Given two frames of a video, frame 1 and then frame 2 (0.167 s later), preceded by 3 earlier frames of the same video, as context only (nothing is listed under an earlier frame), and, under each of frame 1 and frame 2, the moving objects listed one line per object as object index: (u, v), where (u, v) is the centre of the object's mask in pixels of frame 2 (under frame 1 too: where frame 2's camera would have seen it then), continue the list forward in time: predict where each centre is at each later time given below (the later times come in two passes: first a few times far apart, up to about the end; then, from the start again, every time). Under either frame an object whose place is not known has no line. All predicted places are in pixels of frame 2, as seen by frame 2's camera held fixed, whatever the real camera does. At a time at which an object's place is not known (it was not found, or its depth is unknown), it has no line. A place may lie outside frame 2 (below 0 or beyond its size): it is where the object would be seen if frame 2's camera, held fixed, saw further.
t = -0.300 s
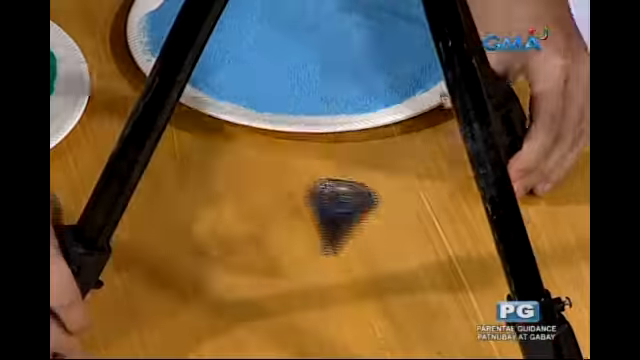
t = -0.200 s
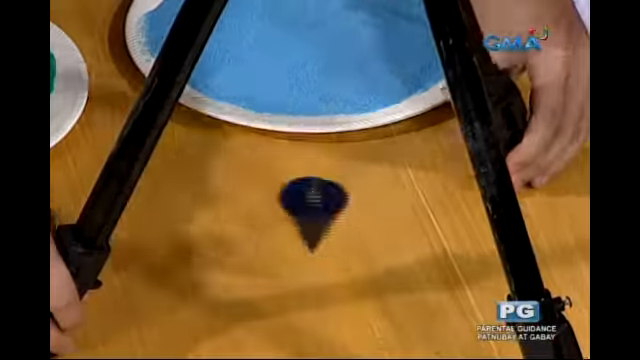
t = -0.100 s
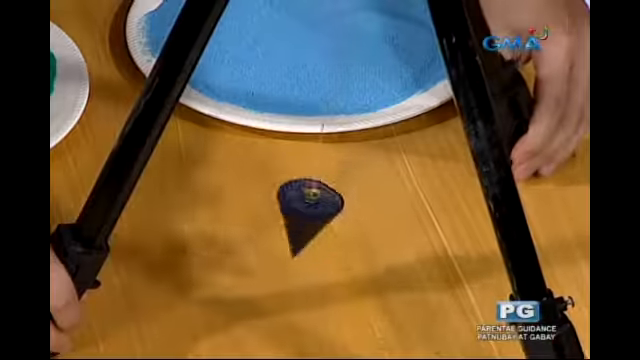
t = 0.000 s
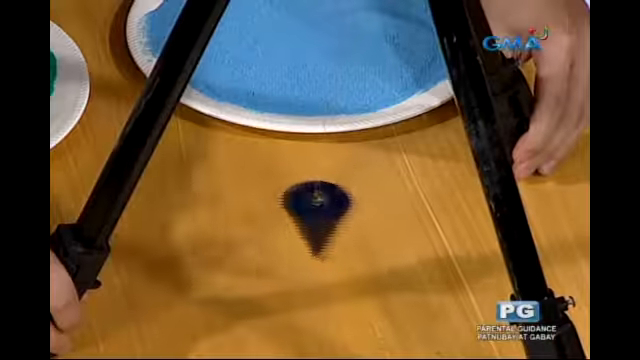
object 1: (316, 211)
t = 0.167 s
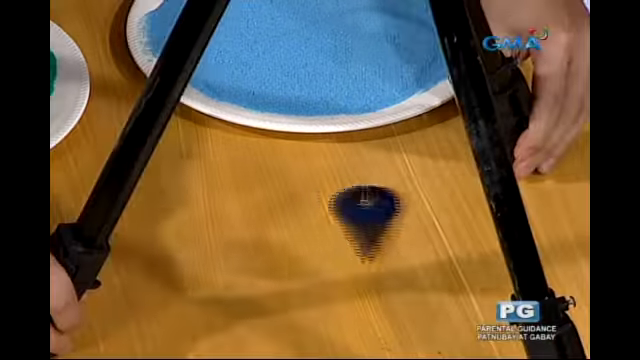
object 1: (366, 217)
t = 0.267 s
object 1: (403, 217)
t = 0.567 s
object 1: (440, 214)
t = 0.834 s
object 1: (350, 214)
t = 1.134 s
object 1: (292, 212)
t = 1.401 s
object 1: (371, 218)
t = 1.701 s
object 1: (447, 215)
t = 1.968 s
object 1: (378, 218)
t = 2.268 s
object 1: (290, 211)
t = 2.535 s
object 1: (345, 216)
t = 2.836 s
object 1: (444, 216)
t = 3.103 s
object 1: (405, 217)
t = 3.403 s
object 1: (299, 212)
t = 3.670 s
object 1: (319, 215)
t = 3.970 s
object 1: (430, 217)
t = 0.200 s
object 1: (377, 217)
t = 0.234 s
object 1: (392, 218)
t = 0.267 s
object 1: (403, 217)
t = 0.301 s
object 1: (414, 216)
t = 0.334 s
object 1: (424, 216)
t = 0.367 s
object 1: (433, 216)
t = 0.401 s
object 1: (439, 216)
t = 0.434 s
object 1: (444, 215)
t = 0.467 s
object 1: (447, 214)
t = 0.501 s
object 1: (447, 214)
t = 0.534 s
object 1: (445, 214)
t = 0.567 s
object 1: (440, 214)
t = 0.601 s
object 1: (433, 214)
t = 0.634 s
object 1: (425, 213)
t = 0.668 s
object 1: (416, 213)
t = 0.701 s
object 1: (404, 213)
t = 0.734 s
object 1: (391, 213)
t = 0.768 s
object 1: (376, 215)
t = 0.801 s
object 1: (363, 215)
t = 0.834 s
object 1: (350, 214)
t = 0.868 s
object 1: (337, 213)
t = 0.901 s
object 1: (325, 212)
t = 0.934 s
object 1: (314, 212)
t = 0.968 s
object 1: (305, 212)
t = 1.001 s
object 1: (298, 212)
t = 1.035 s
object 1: (293, 210)
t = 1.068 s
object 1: (290, 210)
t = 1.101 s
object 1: (290, 210)
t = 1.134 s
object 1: (292, 212)
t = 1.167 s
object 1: (296, 213)
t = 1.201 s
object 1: (302, 213)
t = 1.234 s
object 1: (310, 213)
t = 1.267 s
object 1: (320, 214)
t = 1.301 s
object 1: (332, 216)
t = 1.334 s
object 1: (344, 216)
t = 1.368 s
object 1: (357, 217)
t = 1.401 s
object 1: (371, 218)
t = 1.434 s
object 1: (385, 216)
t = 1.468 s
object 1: (398, 216)
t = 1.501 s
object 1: (410, 216)
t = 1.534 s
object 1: (422, 217)
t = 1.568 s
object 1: (431, 217)
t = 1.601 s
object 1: (439, 217)
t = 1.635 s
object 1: (444, 215)
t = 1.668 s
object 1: (447, 215)
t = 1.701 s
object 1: (447, 215)
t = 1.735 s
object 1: (446, 216)
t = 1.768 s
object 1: (442, 215)
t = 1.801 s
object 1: (435, 215)
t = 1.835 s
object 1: (426, 216)
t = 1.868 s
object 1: (416, 216)
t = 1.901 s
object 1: (404, 218)
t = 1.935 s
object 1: (391, 219)
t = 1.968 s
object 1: (378, 218)
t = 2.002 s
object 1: (364, 217)
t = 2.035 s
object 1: (350, 216)
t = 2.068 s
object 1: (341, 214)
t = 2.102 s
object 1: (326, 216)
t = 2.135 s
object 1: (315, 215)
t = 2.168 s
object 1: (307, 213)
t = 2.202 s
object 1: (299, 211)
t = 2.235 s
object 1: (293, 211)
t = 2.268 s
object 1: (290, 211)
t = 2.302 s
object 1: (290, 211)
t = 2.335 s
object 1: (291, 211)
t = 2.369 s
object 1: (295, 212)
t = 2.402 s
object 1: (301, 212)
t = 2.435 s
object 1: (310, 214)
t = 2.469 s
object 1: (320, 215)
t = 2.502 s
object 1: (332, 216)
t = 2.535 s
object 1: (345, 216)
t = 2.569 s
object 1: (358, 217)
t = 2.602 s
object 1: (372, 218)
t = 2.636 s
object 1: (386, 218)
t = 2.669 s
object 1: (398, 217)
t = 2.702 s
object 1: (410, 217)
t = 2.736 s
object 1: (422, 217)
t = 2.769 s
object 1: (430, 217)
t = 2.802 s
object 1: (438, 217)
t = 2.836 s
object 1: (444, 216)
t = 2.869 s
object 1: (447, 215)
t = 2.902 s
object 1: (448, 215)
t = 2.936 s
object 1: (447, 215)
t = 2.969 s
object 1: (441, 215)
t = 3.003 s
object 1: (435, 216)
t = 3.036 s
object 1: (426, 216)
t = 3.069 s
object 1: (416, 217)
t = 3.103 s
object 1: (405, 217)
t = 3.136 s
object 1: (391, 217)
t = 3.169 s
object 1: (378, 217)
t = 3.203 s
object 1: (365, 217)
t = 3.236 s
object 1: (351, 217)
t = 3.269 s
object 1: (338, 216)
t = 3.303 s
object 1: (327, 215)
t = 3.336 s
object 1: (316, 213)
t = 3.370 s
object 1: (307, 213)
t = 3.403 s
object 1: (299, 212)
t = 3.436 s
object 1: (294, 211)
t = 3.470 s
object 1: (290, 210)
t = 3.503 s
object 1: (290, 210)
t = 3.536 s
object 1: (291, 210)
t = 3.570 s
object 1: (295, 211)
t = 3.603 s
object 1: (301, 212)
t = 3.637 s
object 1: (309, 213)
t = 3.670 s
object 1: (319, 215)
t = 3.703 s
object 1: (331, 216)
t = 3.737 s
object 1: (344, 216)
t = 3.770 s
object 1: (357, 217)
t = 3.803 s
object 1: (371, 219)
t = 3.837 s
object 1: (384, 219)
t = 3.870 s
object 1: (397, 218)
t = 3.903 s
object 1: (409, 218)
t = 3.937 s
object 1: (420, 218)
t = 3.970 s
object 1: (430, 217)
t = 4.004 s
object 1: (437, 216)
